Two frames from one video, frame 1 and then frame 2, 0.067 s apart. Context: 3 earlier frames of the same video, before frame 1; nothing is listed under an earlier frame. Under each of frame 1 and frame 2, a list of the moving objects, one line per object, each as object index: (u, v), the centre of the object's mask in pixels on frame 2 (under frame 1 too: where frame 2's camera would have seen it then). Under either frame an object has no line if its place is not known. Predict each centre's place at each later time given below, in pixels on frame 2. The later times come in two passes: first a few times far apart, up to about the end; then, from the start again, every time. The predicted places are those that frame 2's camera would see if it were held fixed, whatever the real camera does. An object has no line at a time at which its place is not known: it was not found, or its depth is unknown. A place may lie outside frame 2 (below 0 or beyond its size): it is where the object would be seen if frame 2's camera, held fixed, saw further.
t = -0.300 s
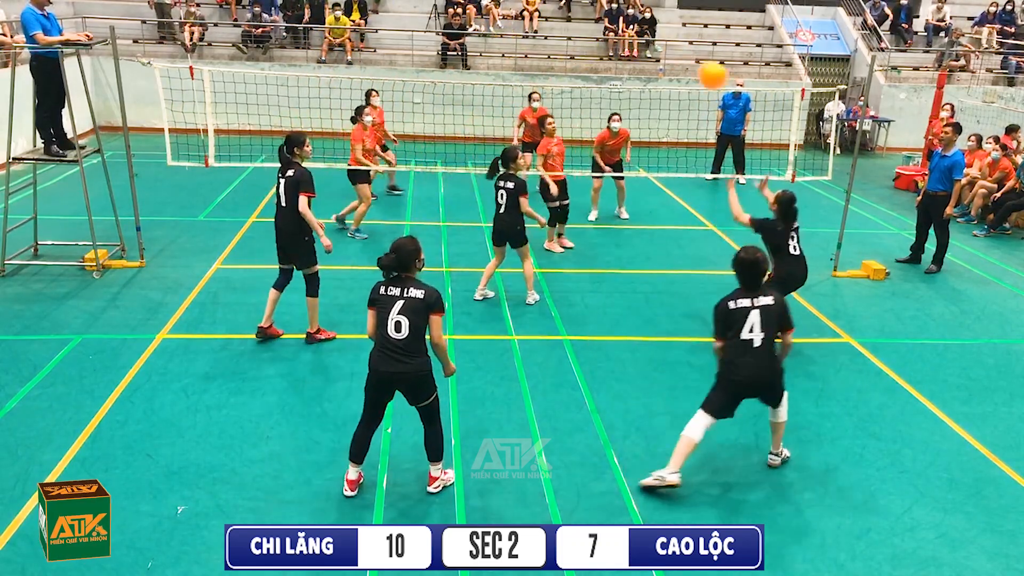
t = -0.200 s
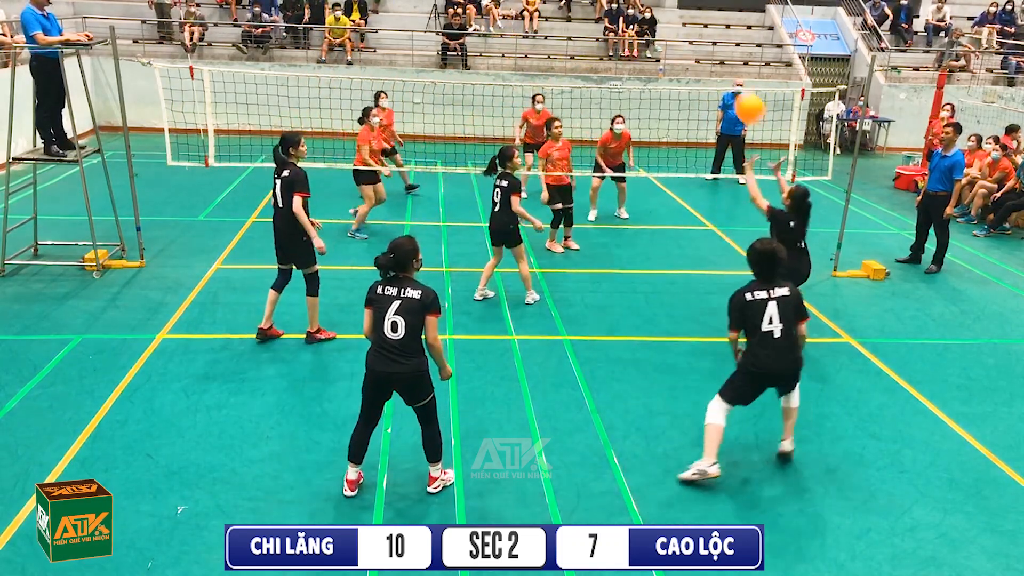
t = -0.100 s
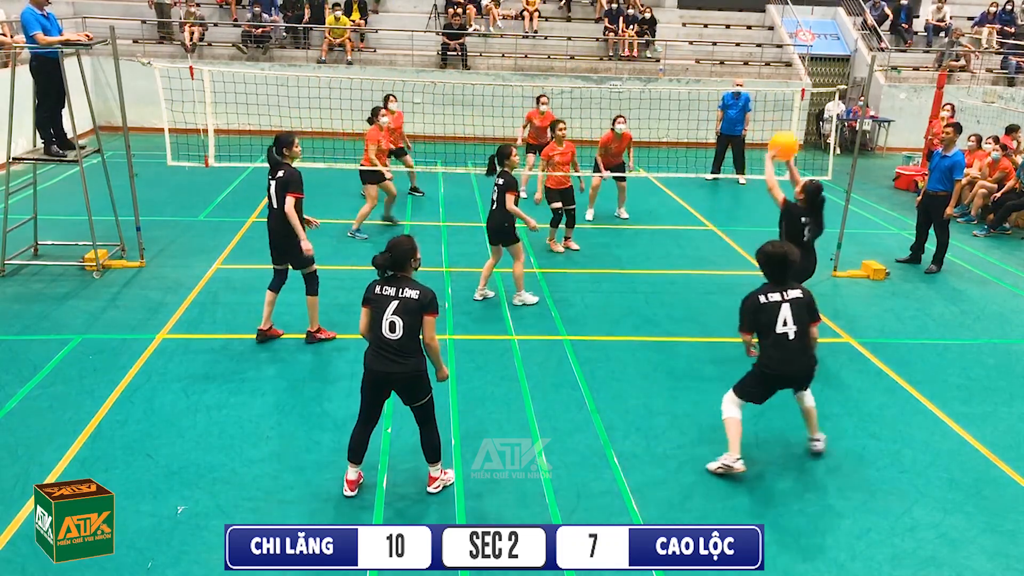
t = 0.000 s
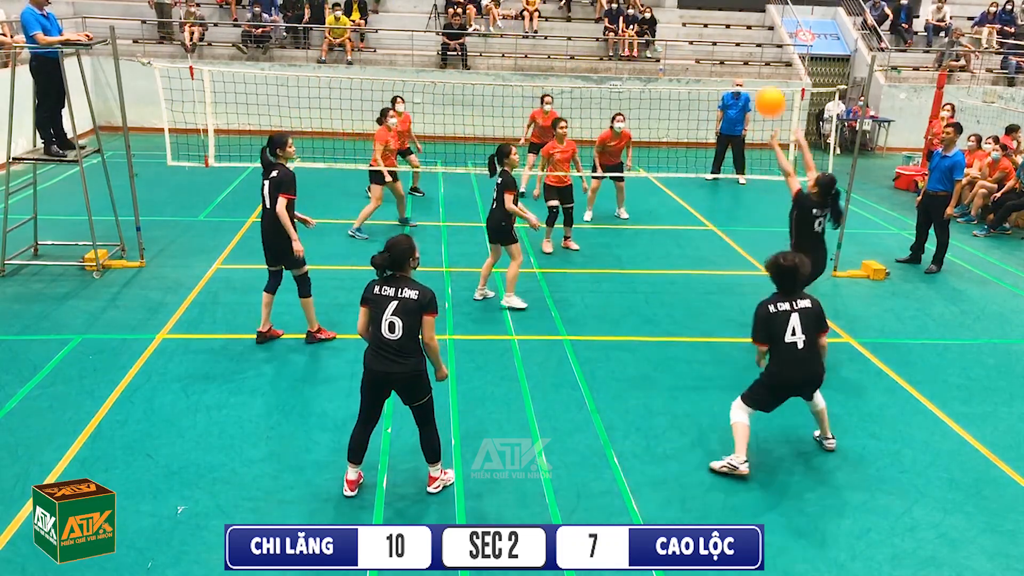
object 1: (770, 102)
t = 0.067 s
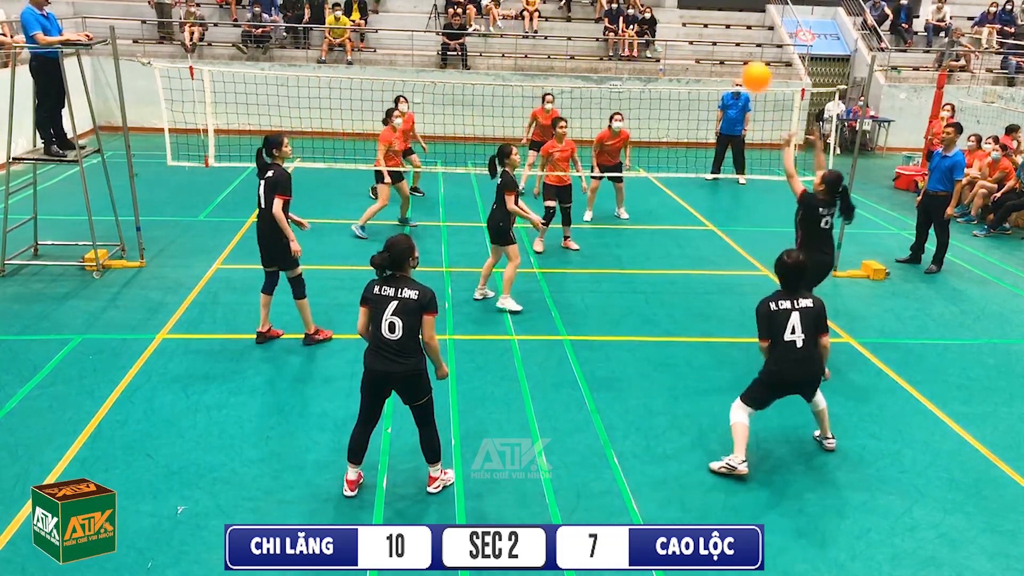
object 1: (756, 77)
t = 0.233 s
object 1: (720, 38)
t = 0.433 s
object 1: (675, 36)
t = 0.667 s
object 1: (621, 89)
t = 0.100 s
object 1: (749, 66)
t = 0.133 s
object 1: (743, 57)
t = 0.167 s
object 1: (736, 50)
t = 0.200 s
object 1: (728, 43)
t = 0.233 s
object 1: (720, 38)
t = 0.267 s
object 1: (712, 34)
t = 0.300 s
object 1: (705, 32)
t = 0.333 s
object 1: (697, 31)
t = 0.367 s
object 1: (690, 31)
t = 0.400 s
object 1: (682, 32)
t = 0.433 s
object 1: (675, 36)
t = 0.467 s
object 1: (666, 40)
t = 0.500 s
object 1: (659, 45)
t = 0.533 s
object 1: (651, 52)
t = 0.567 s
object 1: (644, 60)
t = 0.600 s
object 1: (636, 68)
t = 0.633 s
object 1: (628, 78)
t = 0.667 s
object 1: (621, 89)
